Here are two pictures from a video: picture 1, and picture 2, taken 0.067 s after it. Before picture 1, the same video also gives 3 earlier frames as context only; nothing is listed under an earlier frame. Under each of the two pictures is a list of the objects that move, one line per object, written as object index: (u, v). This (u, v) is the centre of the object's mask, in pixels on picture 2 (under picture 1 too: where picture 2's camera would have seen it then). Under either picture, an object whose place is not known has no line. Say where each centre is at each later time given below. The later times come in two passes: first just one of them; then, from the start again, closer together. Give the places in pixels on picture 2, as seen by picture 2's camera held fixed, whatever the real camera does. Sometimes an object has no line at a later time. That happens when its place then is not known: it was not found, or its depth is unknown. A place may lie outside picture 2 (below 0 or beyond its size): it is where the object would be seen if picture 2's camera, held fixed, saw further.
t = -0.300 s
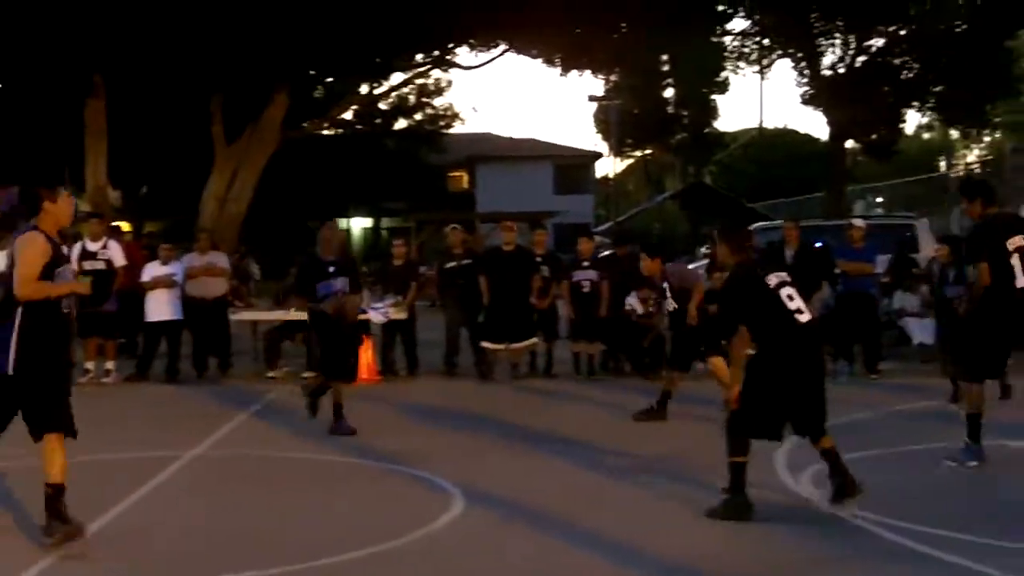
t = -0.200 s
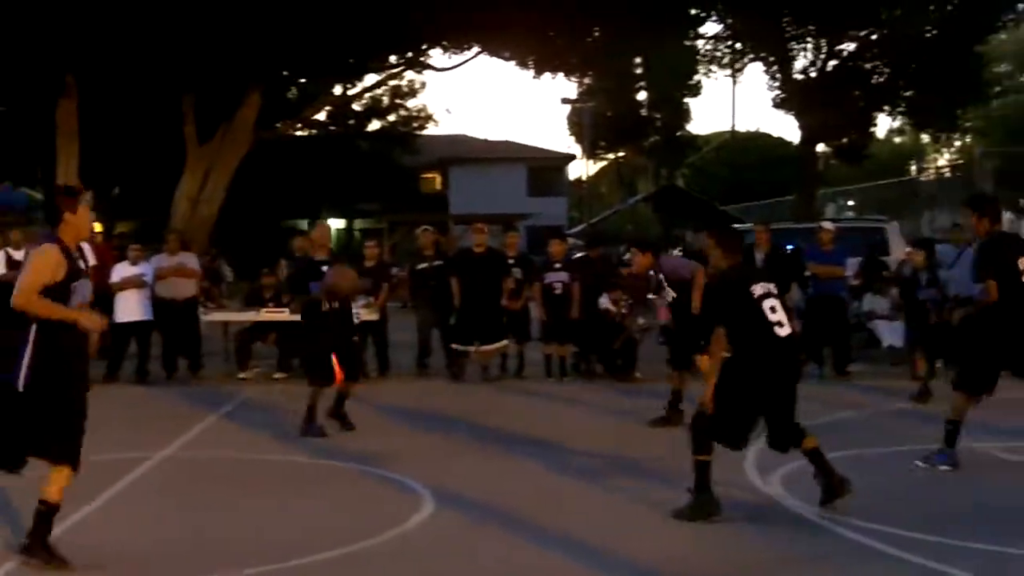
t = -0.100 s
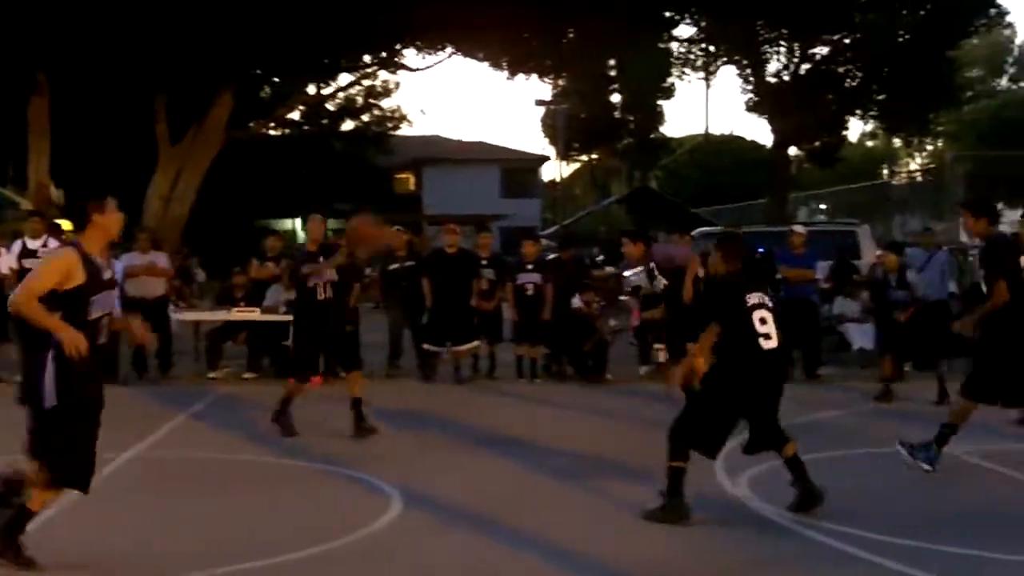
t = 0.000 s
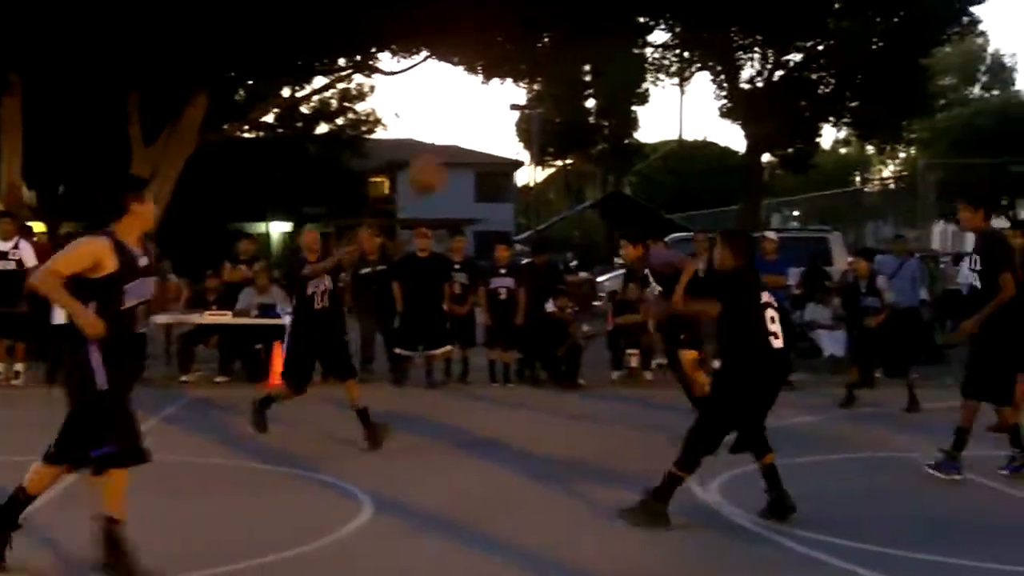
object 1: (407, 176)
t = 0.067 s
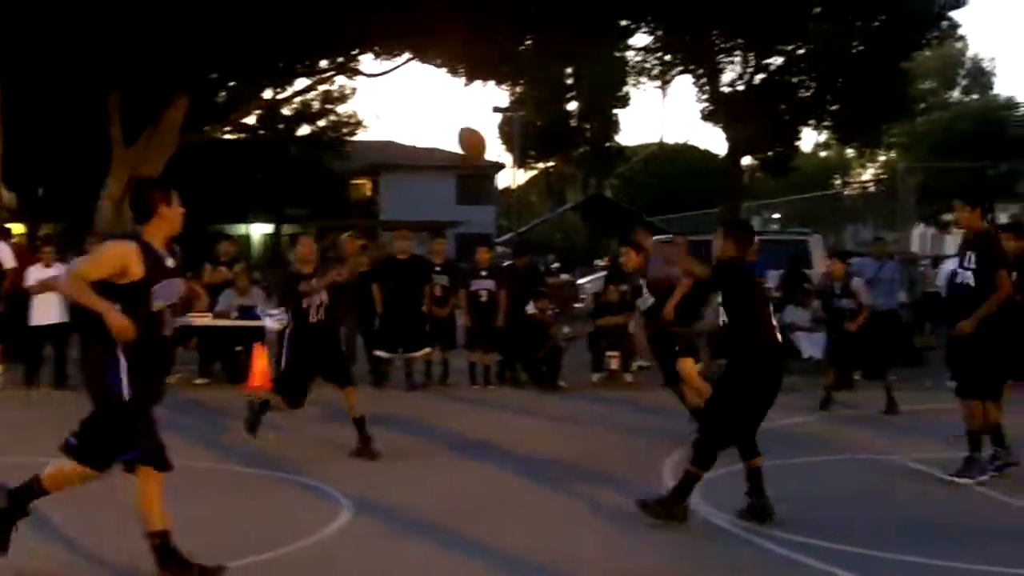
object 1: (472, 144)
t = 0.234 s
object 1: (687, 63)
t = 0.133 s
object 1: (549, 107)
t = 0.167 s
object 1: (592, 93)
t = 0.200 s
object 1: (635, 78)
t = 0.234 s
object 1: (687, 63)
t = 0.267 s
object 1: (738, 52)
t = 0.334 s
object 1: (849, 31)
